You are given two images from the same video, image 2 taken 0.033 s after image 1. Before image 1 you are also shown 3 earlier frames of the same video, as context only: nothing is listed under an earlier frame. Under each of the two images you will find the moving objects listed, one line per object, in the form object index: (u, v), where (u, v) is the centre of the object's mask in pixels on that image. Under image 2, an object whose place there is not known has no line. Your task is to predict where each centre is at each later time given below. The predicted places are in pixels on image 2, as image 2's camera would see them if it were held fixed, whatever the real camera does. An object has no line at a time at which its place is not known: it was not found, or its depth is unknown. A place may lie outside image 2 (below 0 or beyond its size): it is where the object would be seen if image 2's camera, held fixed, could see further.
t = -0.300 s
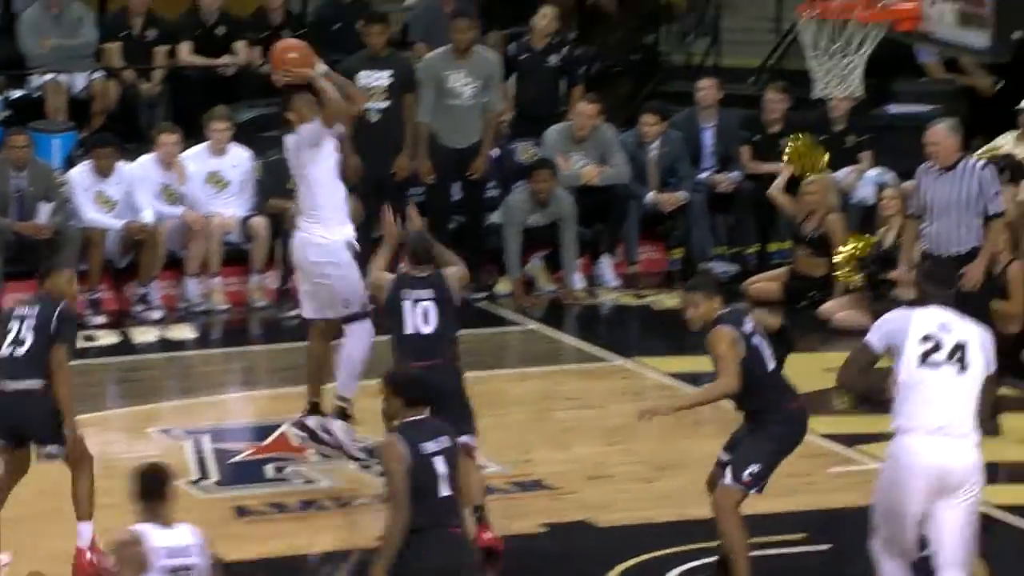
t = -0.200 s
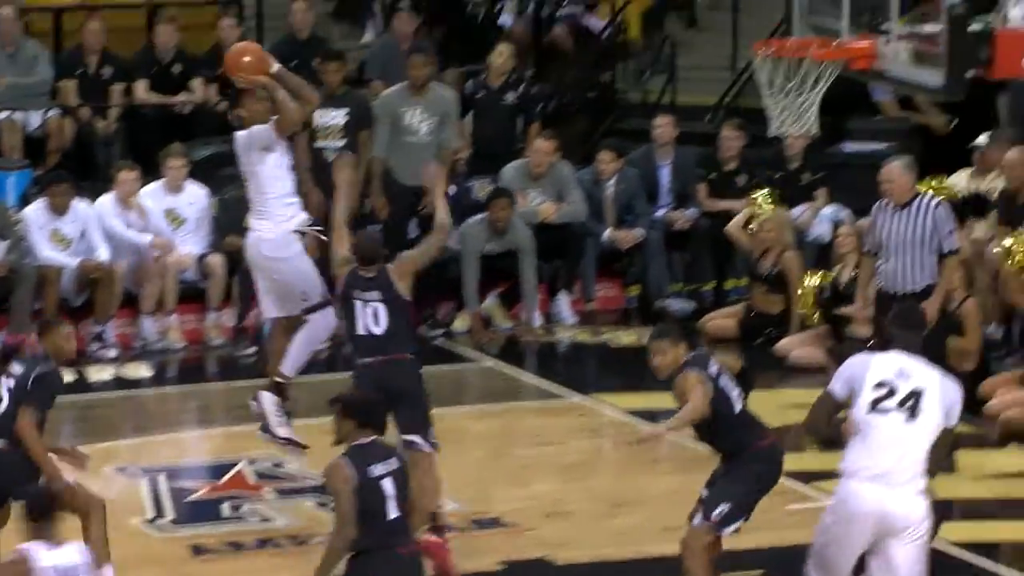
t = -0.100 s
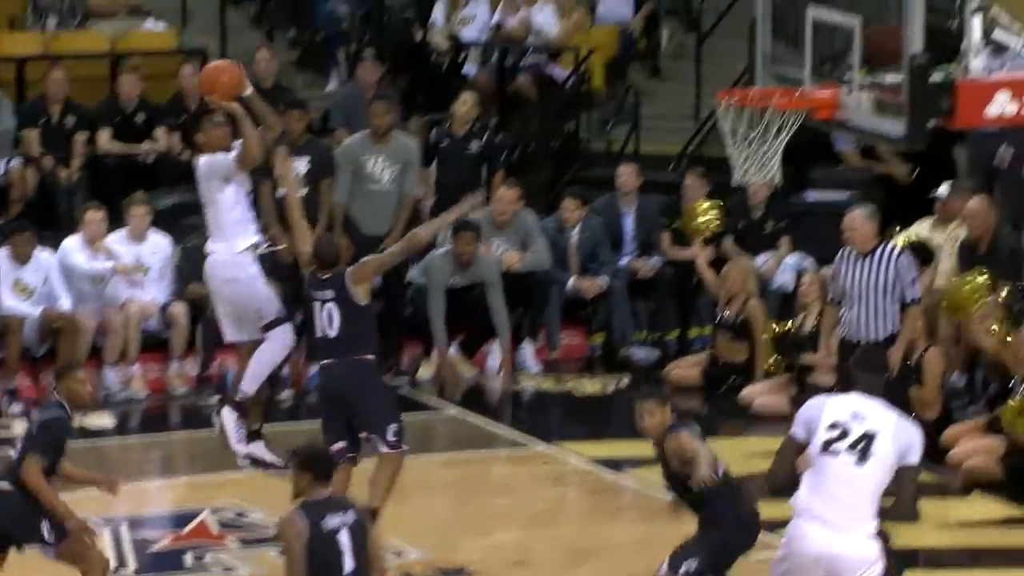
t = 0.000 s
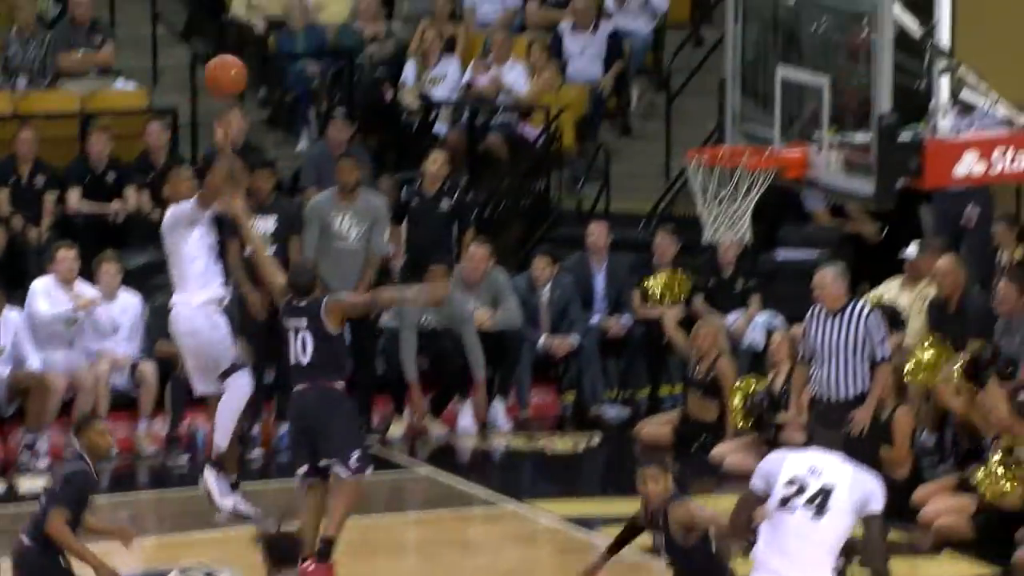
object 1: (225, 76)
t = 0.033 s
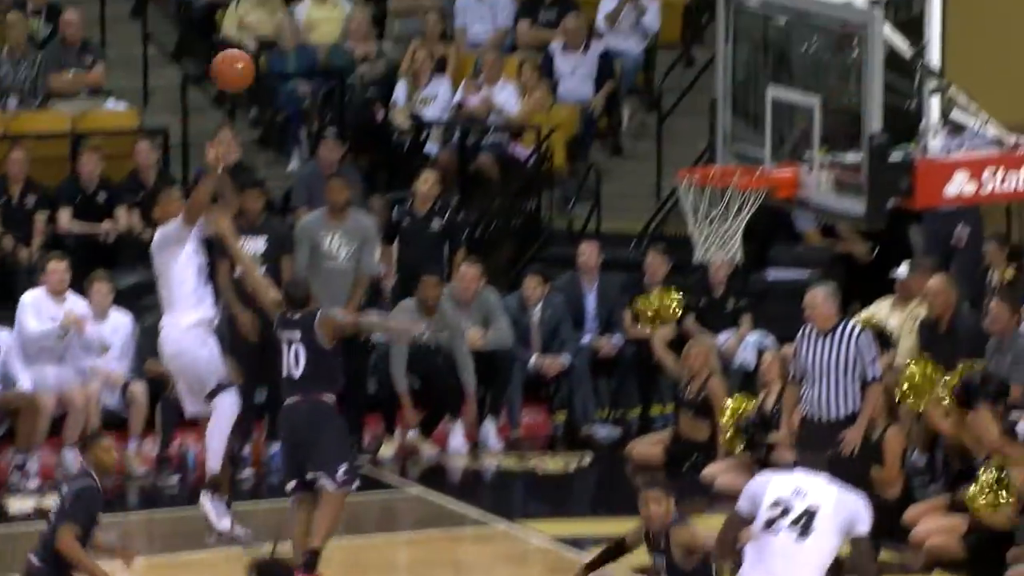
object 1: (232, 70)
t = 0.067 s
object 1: (250, 46)
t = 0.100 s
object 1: (266, 24)
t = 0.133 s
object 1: (283, 3)
